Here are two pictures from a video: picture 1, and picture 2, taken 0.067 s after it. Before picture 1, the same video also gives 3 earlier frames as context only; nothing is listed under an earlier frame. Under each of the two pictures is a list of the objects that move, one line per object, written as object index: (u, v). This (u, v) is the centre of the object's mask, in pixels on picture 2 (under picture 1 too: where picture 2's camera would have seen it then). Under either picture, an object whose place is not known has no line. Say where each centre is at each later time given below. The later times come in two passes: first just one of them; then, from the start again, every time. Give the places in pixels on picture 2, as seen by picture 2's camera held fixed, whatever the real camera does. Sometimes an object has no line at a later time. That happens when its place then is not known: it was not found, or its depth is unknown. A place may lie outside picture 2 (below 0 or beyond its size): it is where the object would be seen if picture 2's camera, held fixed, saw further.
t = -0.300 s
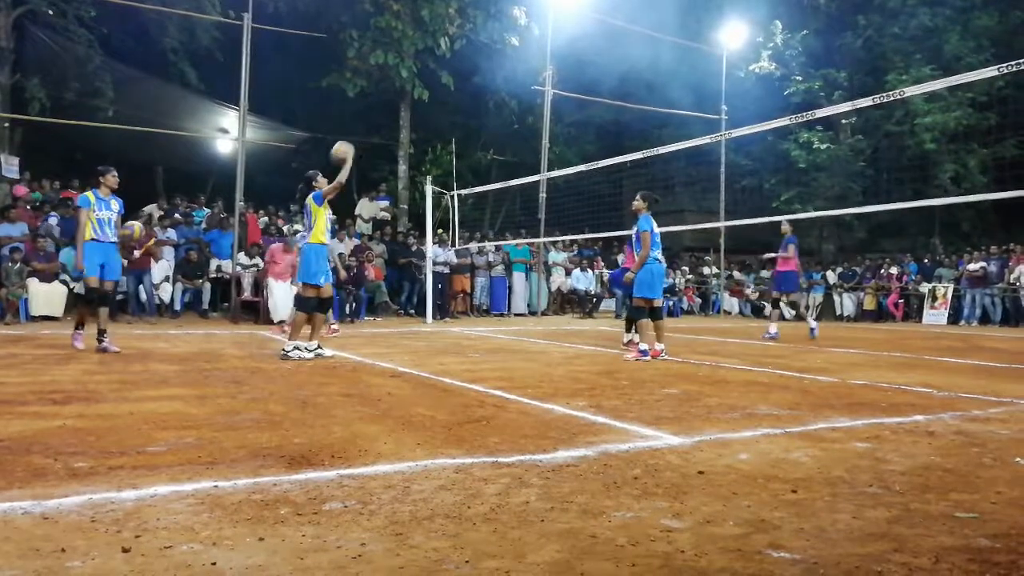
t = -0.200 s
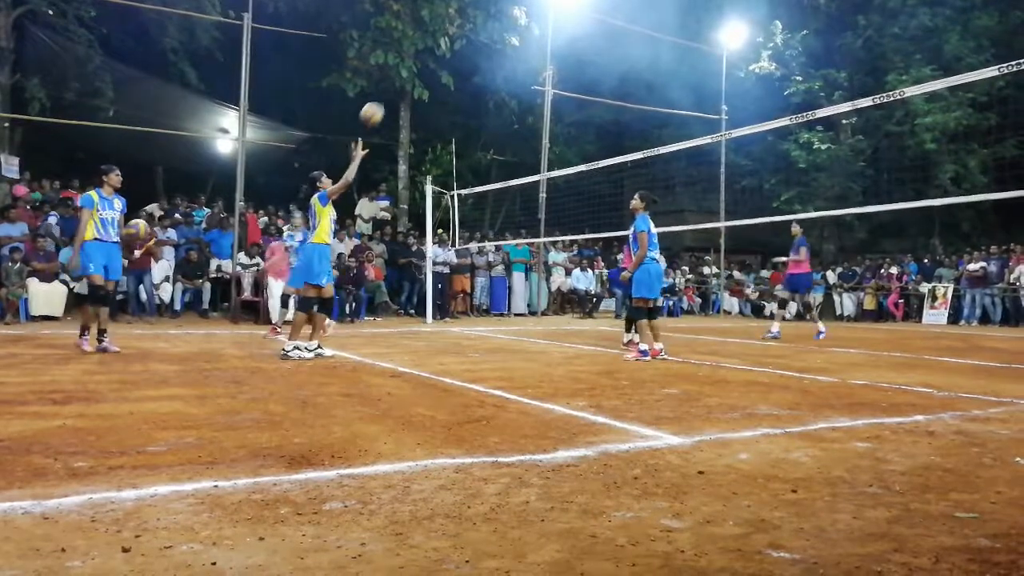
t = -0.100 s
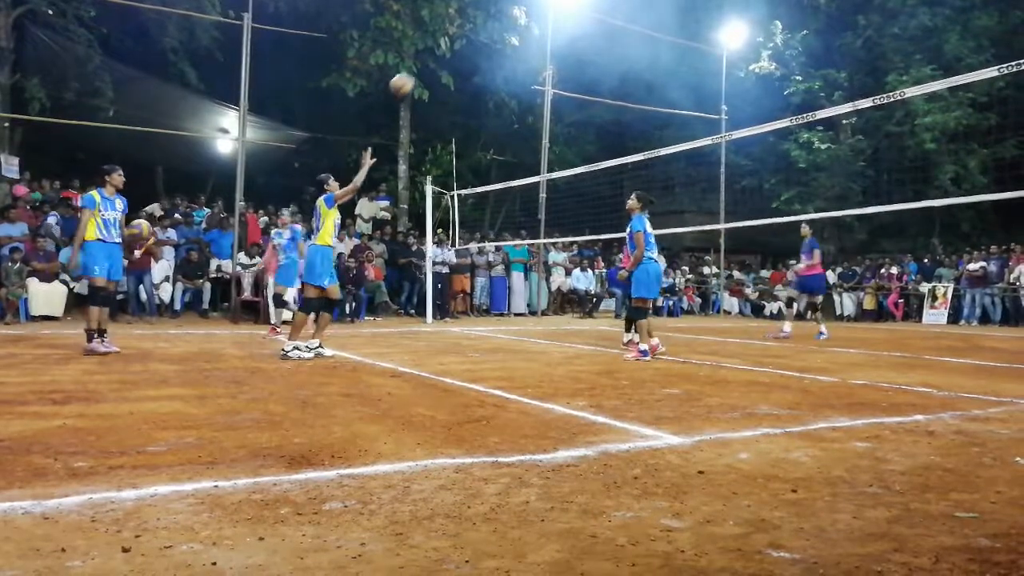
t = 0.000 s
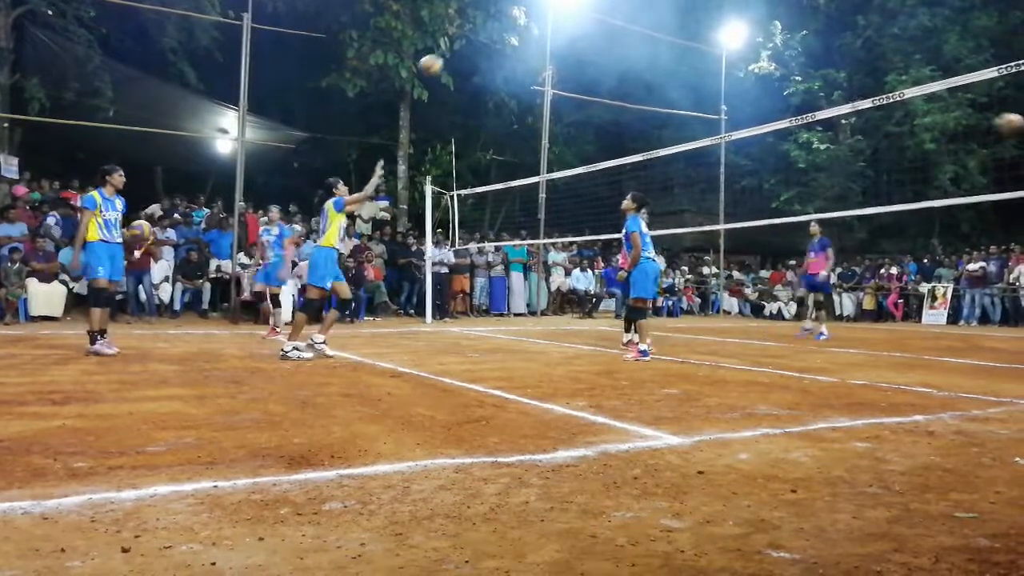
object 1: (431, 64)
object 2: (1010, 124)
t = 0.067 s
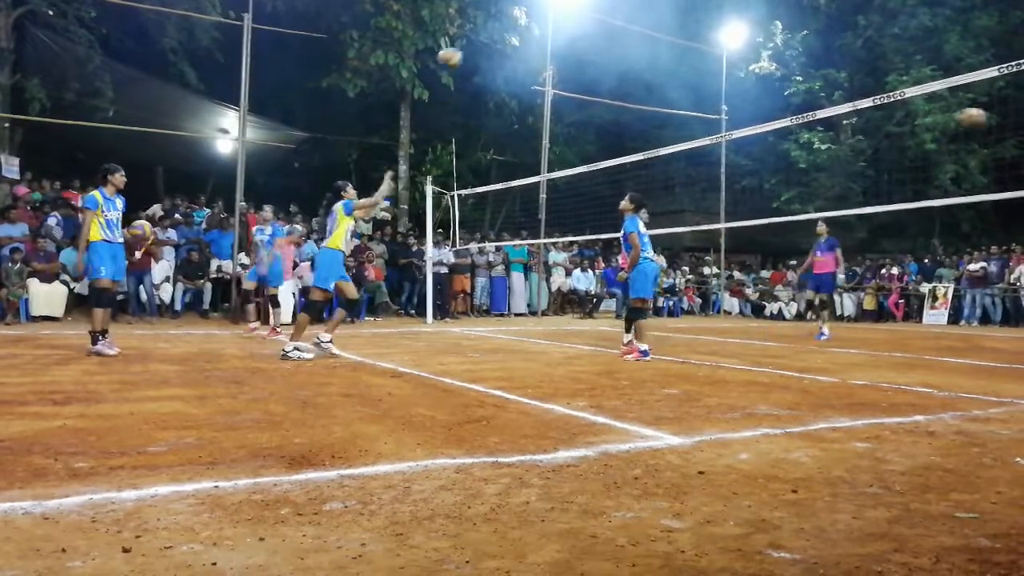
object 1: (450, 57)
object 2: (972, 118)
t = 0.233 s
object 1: (495, 56)
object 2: (881, 124)
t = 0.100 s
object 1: (460, 54)
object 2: (952, 117)
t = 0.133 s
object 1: (468, 53)
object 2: (933, 117)
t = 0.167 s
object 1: (478, 53)
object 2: (916, 118)
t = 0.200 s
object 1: (487, 54)
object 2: (899, 120)
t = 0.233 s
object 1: (495, 56)
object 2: (881, 124)
